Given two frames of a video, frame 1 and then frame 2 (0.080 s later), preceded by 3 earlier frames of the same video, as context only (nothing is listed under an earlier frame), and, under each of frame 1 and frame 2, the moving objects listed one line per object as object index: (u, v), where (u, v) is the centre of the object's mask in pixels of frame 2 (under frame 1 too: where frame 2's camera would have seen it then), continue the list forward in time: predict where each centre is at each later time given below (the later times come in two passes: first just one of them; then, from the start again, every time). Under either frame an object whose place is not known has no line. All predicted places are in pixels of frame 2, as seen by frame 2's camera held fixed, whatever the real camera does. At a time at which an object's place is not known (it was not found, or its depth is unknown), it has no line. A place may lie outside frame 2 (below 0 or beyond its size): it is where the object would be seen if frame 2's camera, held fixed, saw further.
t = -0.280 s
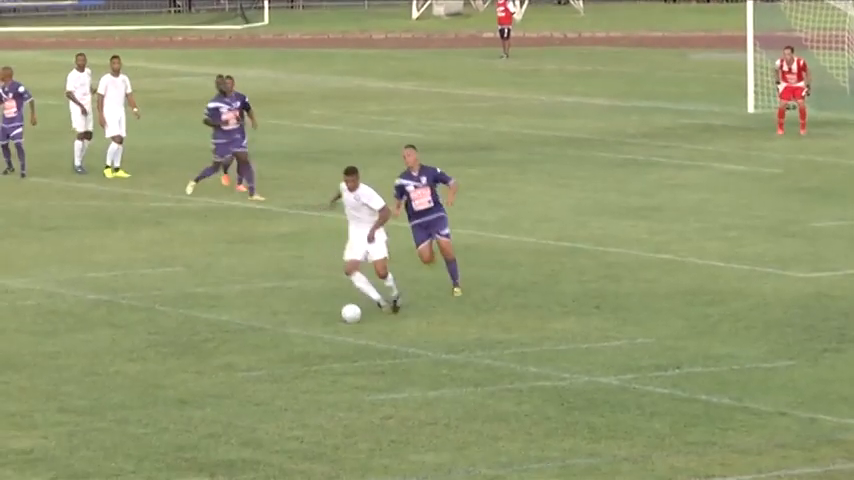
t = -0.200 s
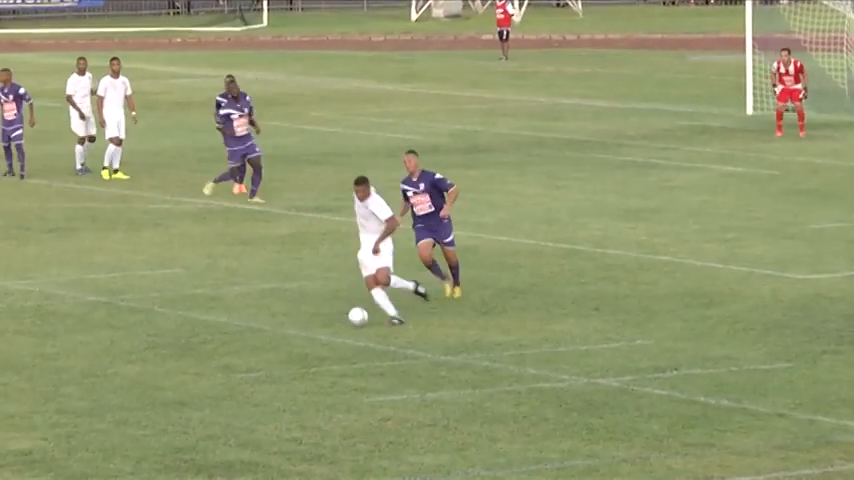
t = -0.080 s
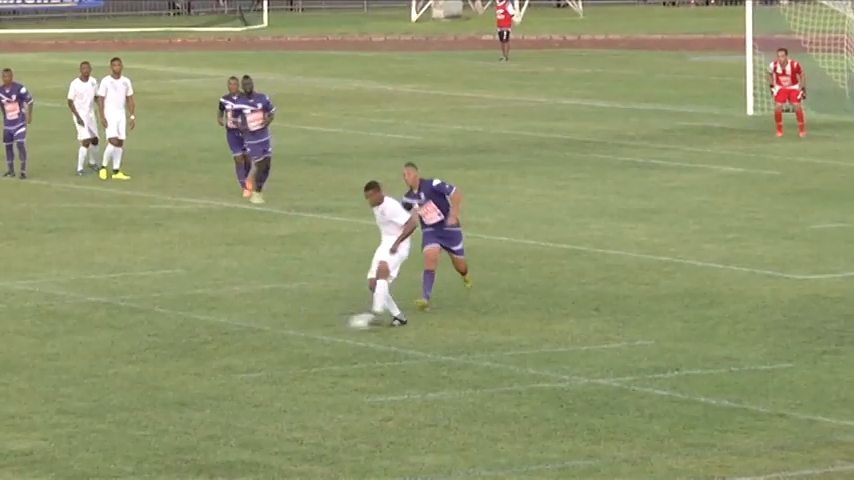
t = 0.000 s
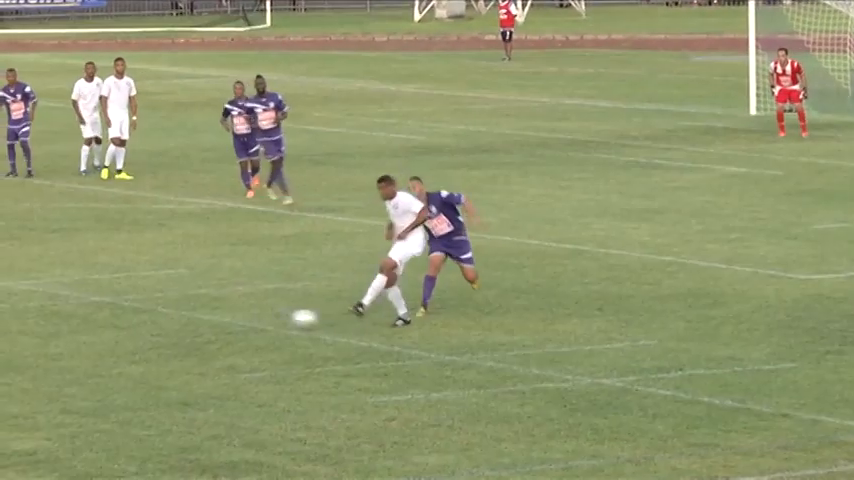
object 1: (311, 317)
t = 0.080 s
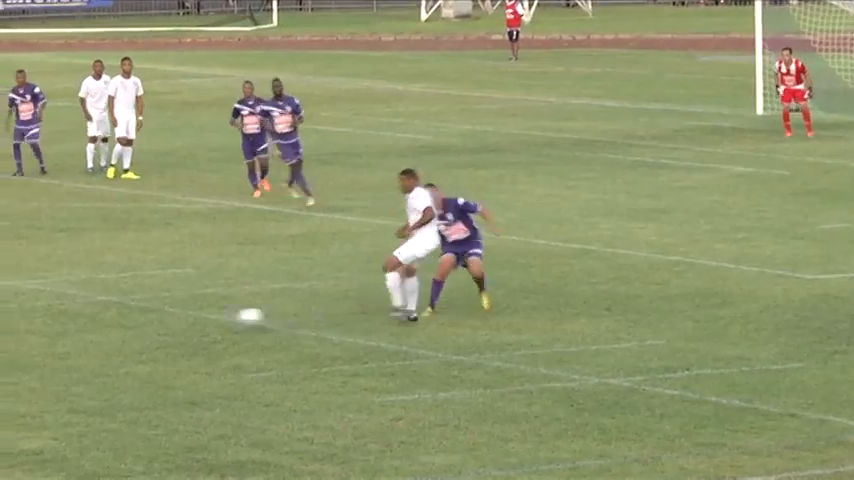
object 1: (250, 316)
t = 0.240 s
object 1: (139, 321)
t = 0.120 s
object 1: (220, 318)
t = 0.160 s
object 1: (189, 321)
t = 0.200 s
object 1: (161, 323)
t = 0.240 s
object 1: (139, 321)
